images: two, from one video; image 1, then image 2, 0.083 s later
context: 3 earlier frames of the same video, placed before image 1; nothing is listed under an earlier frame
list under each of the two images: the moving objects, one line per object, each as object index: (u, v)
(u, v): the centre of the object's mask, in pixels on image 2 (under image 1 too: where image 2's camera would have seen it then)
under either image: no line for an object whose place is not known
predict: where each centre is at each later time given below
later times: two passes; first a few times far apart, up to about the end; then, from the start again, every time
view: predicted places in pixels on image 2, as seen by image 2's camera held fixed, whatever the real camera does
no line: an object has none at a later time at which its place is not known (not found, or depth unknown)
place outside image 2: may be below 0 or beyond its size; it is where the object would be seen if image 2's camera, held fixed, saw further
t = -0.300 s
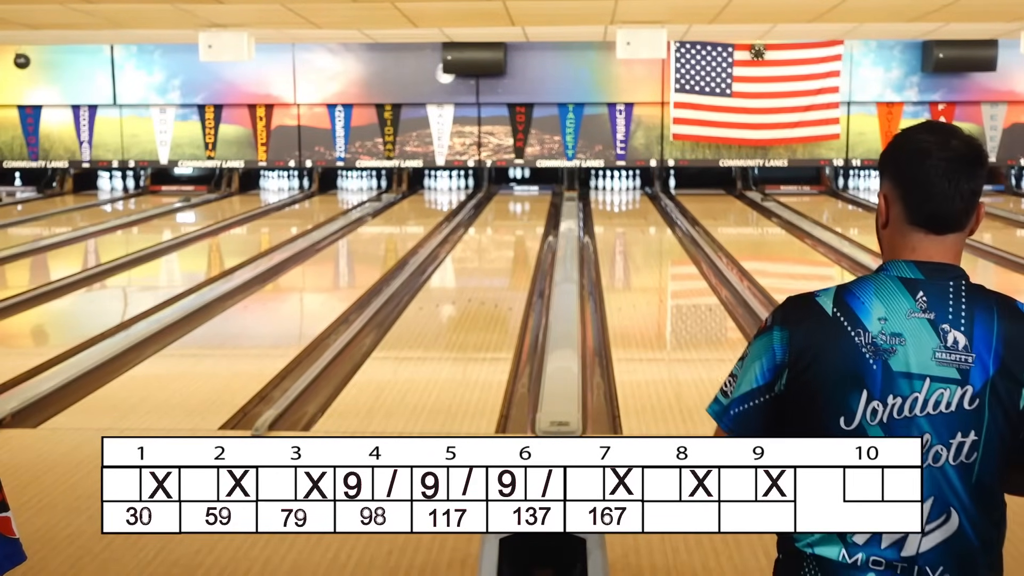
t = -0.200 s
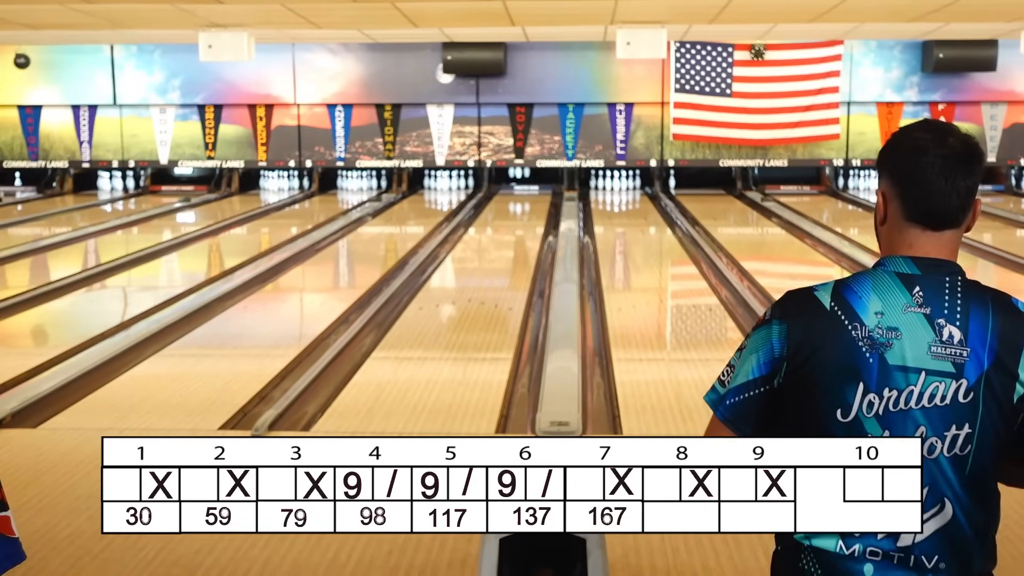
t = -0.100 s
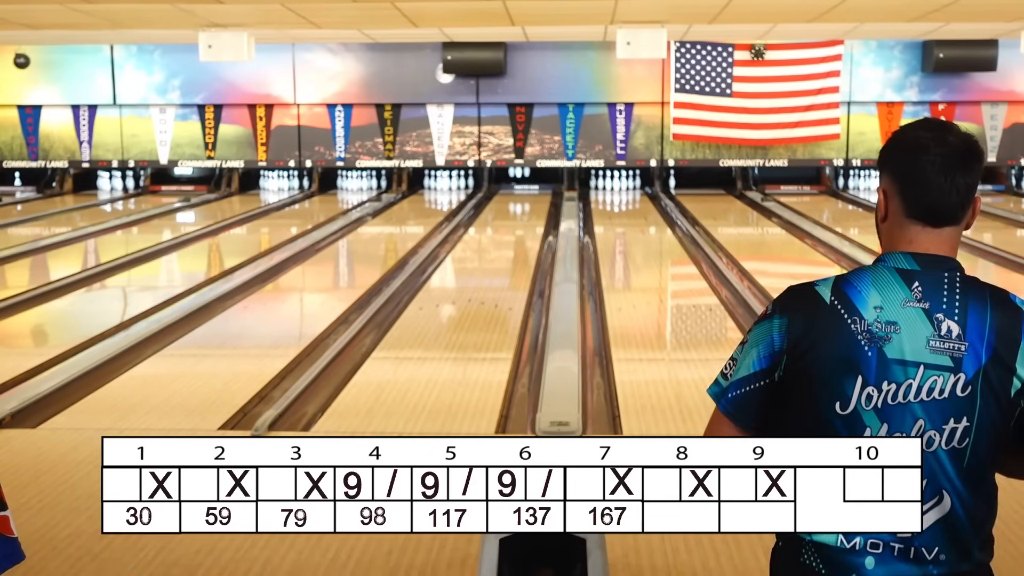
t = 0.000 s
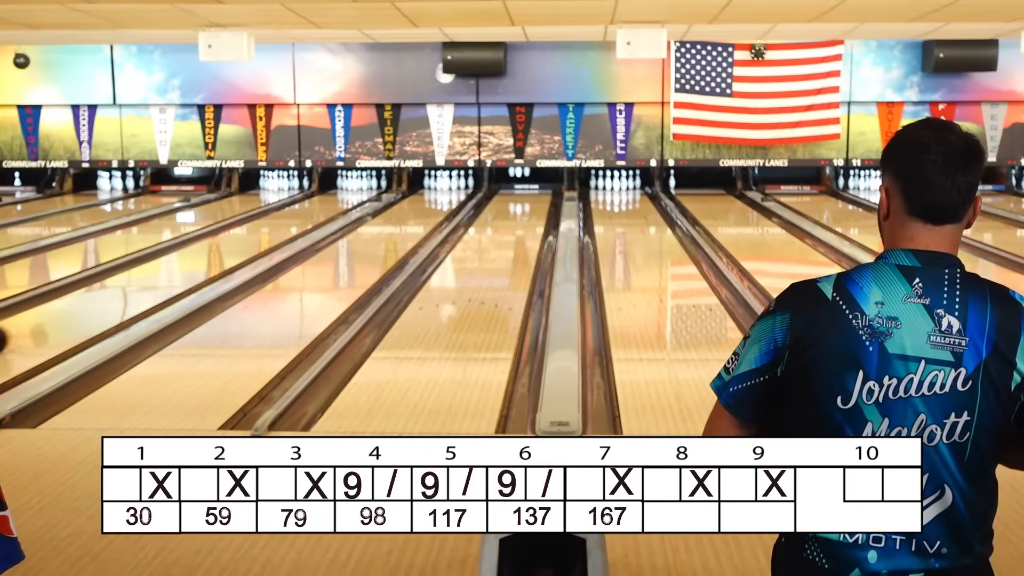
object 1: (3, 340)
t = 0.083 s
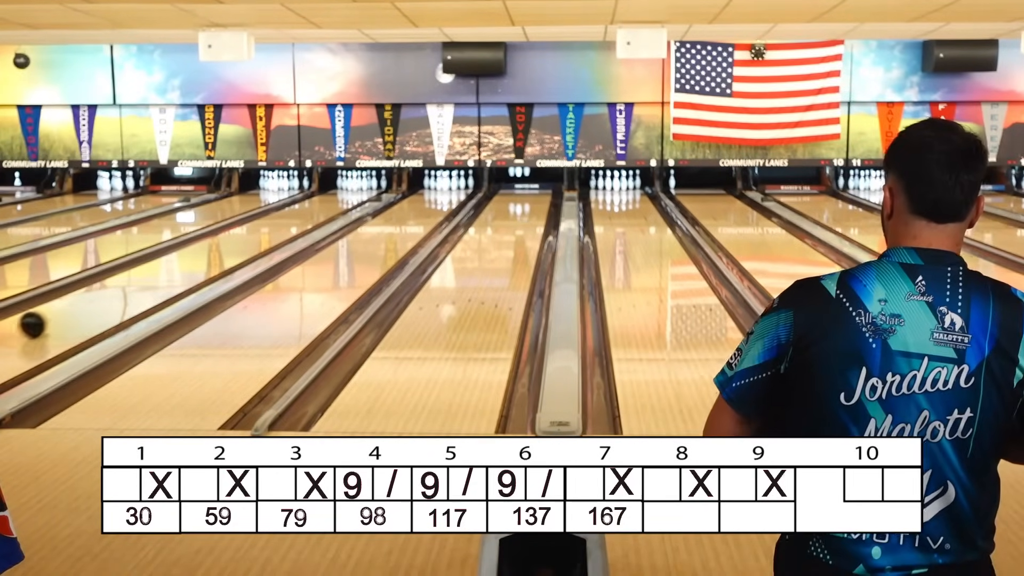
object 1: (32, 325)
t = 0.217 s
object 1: (85, 304)
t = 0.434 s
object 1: (152, 278)
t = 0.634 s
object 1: (201, 259)
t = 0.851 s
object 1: (242, 242)
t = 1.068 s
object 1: (274, 229)
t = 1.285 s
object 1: (301, 216)
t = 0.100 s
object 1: (39, 322)
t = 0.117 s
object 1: (46, 319)
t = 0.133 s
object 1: (53, 316)
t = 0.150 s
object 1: (60, 314)
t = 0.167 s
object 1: (66, 311)
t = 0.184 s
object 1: (73, 309)
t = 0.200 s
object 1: (79, 306)
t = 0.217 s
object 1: (85, 304)
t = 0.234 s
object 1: (91, 301)
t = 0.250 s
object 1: (96, 299)
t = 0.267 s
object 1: (102, 297)
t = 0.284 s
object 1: (108, 295)
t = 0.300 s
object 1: (113, 293)
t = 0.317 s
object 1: (118, 291)
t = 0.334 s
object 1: (123, 289)
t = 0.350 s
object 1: (128, 287)
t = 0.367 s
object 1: (133, 285)
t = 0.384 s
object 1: (138, 283)
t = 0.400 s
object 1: (143, 281)
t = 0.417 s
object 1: (147, 279)
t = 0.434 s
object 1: (152, 278)
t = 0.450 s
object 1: (156, 276)
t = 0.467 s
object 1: (161, 274)
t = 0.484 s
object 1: (165, 273)
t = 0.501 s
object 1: (169, 271)
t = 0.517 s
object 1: (174, 270)
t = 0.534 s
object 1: (178, 268)
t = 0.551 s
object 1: (181, 266)
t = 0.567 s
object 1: (185, 265)
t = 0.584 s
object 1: (189, 263)
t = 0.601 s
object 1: (193, 262)
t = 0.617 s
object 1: (197, 260)
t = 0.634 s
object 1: (201, 259)
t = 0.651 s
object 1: (204, 257)
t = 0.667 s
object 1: (208, 256)
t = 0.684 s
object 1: (211, 255)
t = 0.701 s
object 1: (214, 254)
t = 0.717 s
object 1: (217, 252)
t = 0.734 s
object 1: (221, 251)
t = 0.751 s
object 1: (224, 250)
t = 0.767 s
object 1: (227, 248)
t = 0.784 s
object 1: (230, 247)
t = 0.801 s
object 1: (233, 246)
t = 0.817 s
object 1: (236, 245)
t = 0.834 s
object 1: (239, 243)
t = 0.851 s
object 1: (242, 242)
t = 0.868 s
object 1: (245, 241)
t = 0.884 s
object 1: (248, 240)
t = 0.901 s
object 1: (250, 239)
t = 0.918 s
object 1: (253, 238)
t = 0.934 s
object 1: (255, 237)
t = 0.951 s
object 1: (258, 236)
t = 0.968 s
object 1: (260, 235)
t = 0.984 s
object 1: (263, 234)
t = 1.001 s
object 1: (265, 233)
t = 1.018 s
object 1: (268, 232)
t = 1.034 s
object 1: (270, 231)
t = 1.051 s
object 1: (272, 230)
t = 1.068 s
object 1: (274, 229)
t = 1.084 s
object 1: (276, 228)
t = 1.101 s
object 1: (279, 227)
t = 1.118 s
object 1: (281, 226)
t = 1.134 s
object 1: (283, 225)
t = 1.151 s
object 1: (285, 225)
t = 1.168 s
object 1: (287, 224)
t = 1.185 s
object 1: (289, 223)
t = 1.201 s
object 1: (291, 222)
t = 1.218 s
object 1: (293, 221)
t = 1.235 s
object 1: (295, 220)
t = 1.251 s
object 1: (297, 220)
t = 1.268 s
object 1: (299, 218)
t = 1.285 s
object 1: (301, 216)
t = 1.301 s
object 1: (303, 214)
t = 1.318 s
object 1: (304, 214)
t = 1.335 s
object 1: (306, 213)
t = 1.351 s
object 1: (306, 210)
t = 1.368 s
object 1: (308, 211)
